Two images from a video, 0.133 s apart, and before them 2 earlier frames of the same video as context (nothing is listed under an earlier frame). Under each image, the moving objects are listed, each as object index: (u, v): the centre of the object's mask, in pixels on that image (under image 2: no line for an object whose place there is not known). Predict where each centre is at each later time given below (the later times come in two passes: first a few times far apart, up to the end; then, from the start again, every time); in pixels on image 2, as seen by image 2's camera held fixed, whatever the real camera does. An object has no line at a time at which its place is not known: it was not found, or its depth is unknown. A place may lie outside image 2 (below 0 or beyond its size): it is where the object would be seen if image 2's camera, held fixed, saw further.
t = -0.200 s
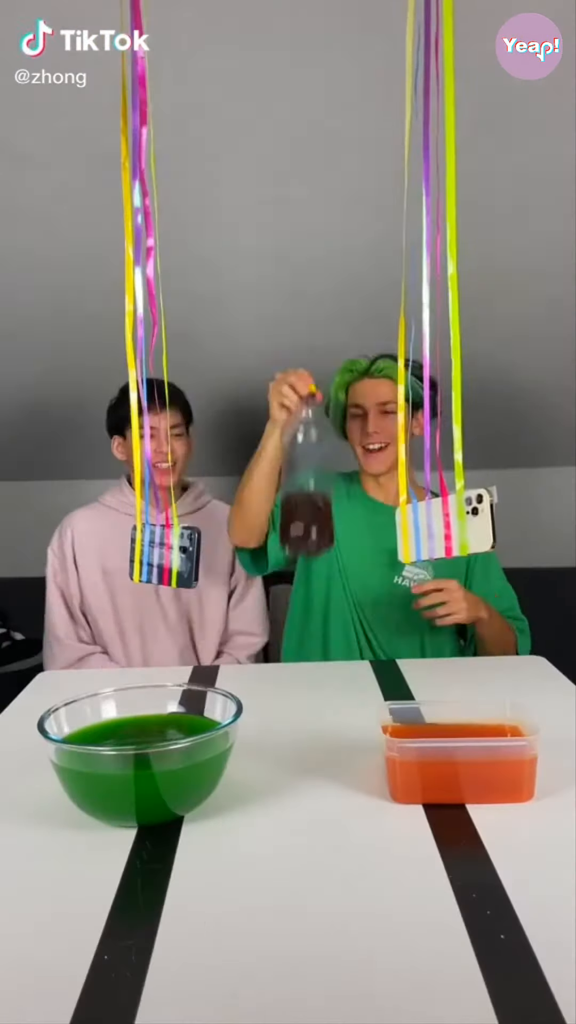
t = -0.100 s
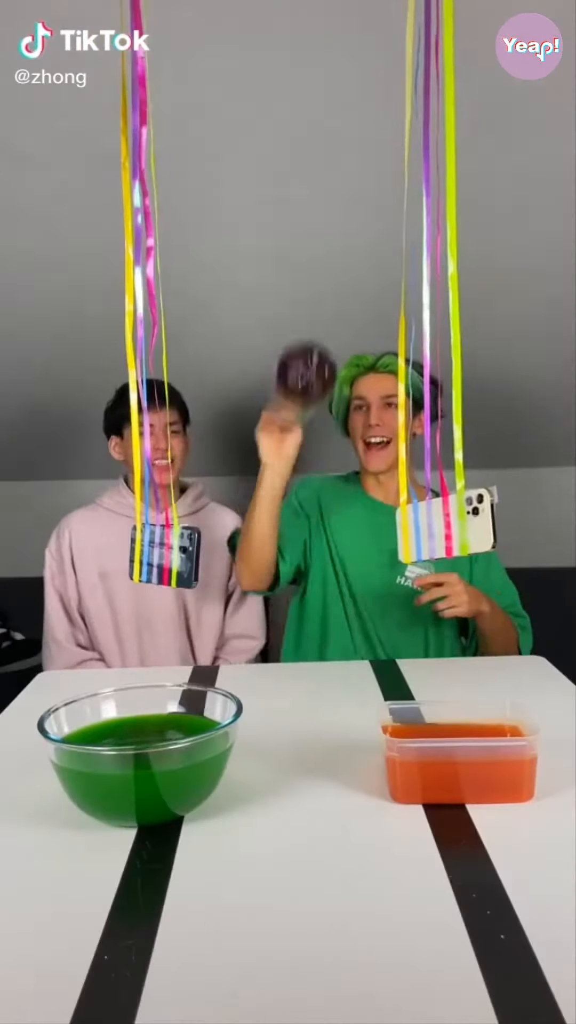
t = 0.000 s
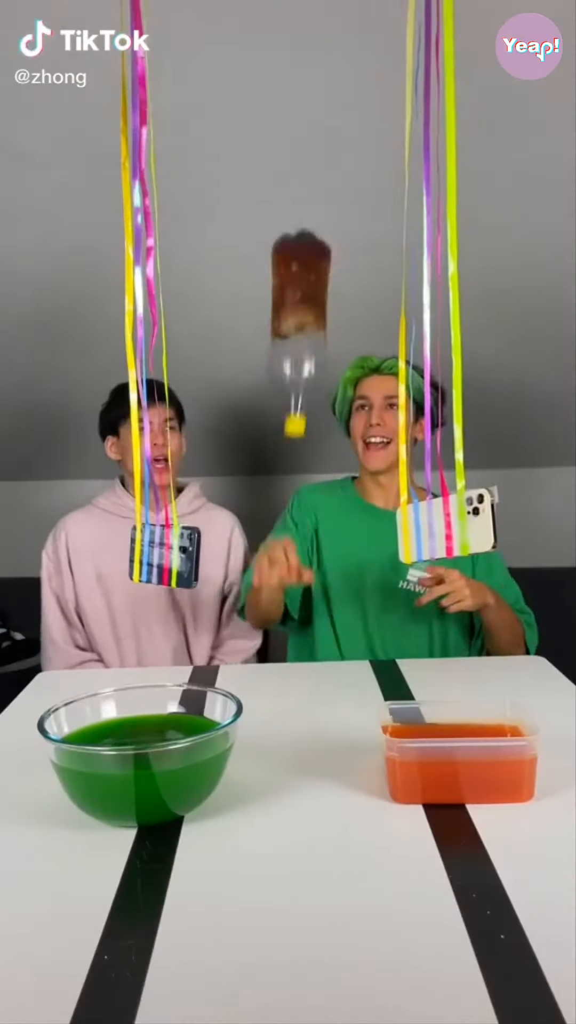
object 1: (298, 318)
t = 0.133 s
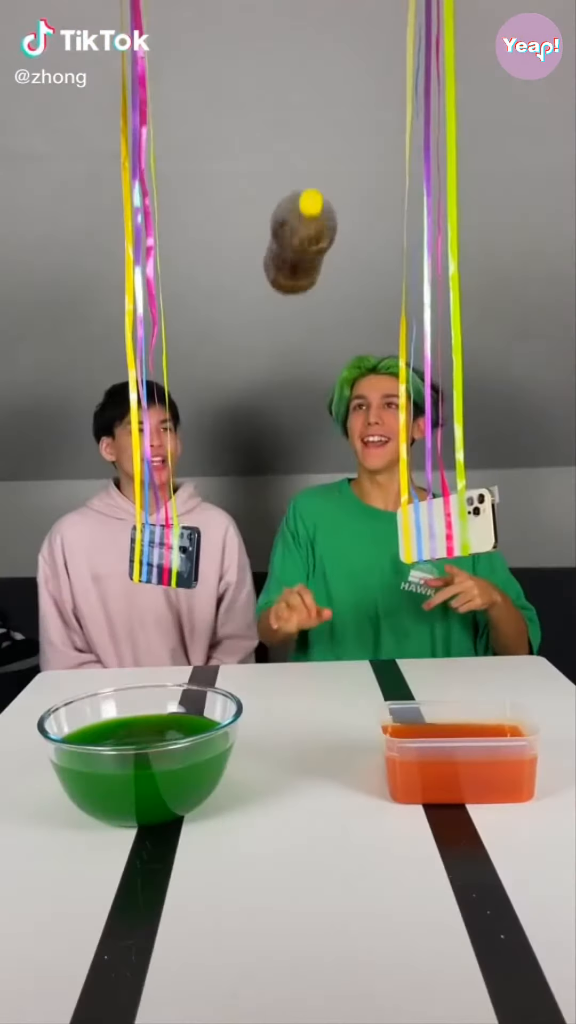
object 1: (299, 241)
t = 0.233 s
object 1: (300, 284)
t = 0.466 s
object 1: (300, 611)
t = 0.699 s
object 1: (284, 614)
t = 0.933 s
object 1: (282, 614)
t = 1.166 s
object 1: (283, 614)
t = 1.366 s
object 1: (283, 614)
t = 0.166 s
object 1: (300, 246)
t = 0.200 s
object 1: (300, 260)
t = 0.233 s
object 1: (300, 284)
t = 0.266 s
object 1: (300, 316)
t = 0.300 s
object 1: (301, 355)
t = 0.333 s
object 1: (300, 403)
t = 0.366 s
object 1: (300, 460)
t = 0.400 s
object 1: (300, 520)
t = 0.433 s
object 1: (300, 587)
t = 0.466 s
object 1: (300, 611)
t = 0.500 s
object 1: (294, 600)
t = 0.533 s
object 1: (290, 613)
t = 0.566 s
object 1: (289, 612)
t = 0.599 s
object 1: (288, 613)
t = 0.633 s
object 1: (287, 614)
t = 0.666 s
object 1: (286, 614)
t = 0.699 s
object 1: (284, 614)
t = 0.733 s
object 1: (284, 614)
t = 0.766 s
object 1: (283, 614)
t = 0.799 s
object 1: (283, 614)
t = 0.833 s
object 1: (284, 614)
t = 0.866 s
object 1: (284, 614)
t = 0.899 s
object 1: (283, 614)
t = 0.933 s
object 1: (282, 614)
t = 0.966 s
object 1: (282, 614)
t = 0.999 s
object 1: (282, 613)
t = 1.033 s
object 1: (283, 614)
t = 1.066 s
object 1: (283, 614)
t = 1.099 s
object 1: (283, 614)
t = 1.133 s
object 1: (283, 614)
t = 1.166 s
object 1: (283, 614)
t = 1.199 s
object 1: (282, 614)
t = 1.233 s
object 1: (282, 614)
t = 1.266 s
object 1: (282, 613)
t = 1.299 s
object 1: (283, 614)
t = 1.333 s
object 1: (283, 614)
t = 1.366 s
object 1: (283, 614)
